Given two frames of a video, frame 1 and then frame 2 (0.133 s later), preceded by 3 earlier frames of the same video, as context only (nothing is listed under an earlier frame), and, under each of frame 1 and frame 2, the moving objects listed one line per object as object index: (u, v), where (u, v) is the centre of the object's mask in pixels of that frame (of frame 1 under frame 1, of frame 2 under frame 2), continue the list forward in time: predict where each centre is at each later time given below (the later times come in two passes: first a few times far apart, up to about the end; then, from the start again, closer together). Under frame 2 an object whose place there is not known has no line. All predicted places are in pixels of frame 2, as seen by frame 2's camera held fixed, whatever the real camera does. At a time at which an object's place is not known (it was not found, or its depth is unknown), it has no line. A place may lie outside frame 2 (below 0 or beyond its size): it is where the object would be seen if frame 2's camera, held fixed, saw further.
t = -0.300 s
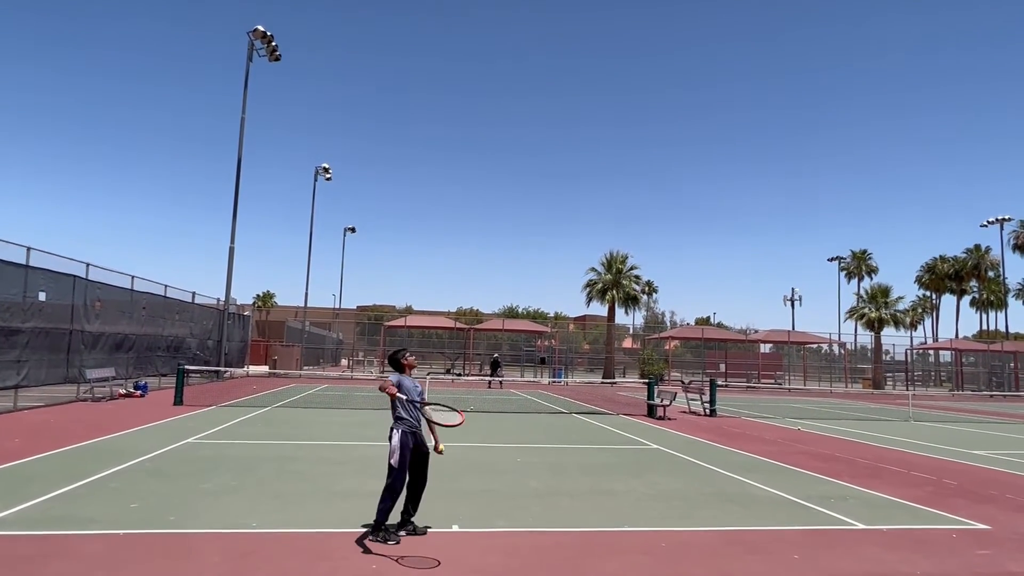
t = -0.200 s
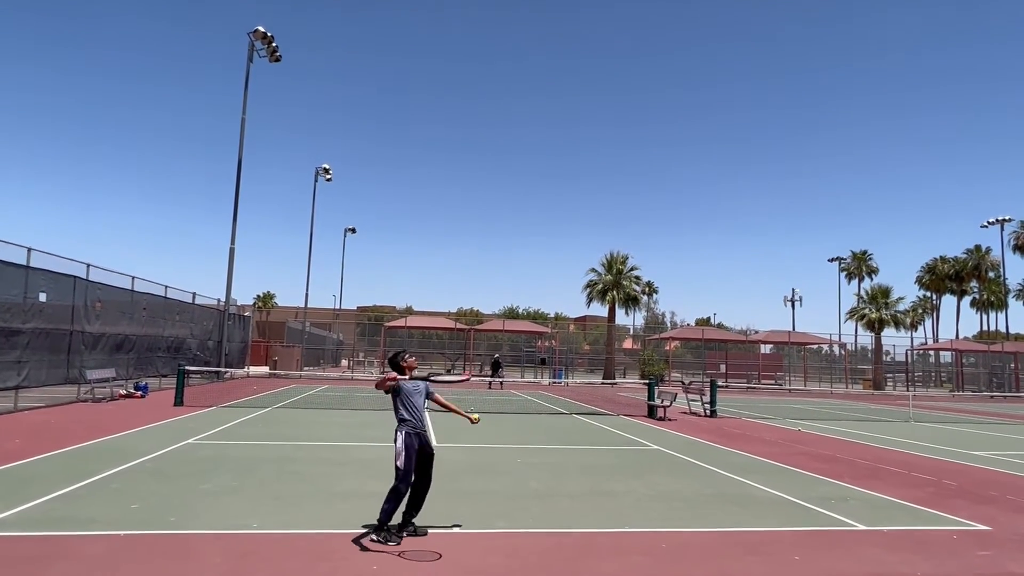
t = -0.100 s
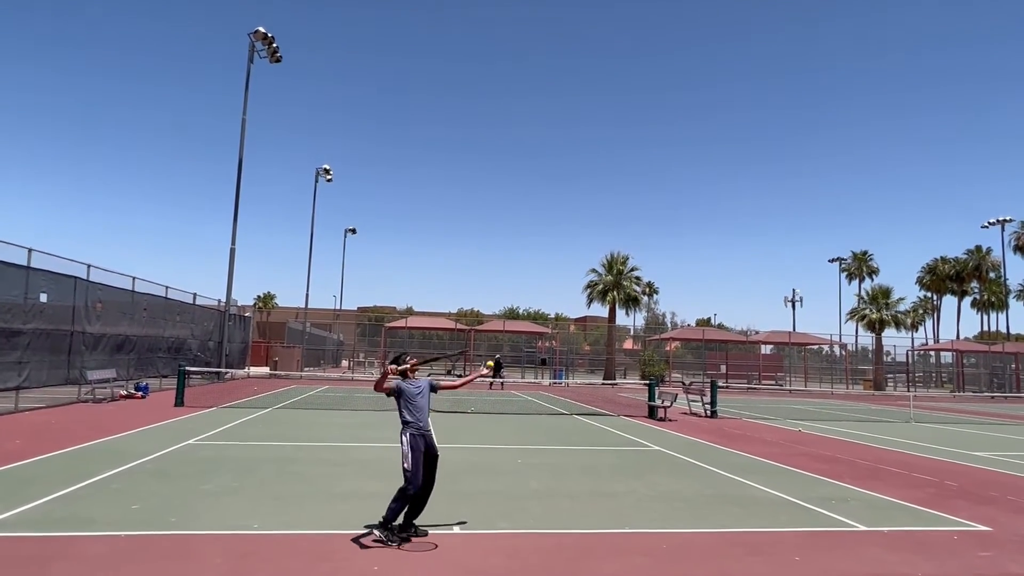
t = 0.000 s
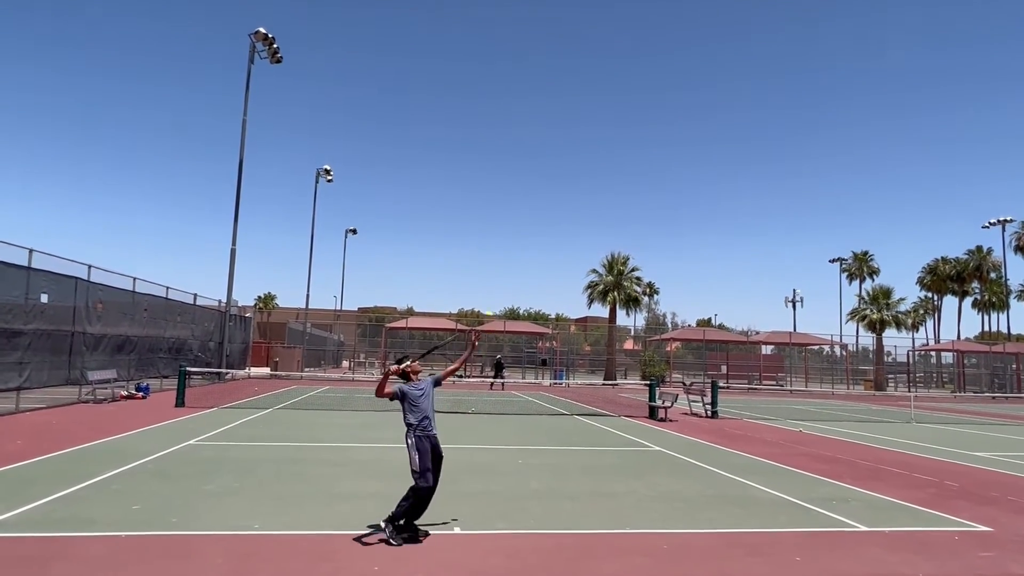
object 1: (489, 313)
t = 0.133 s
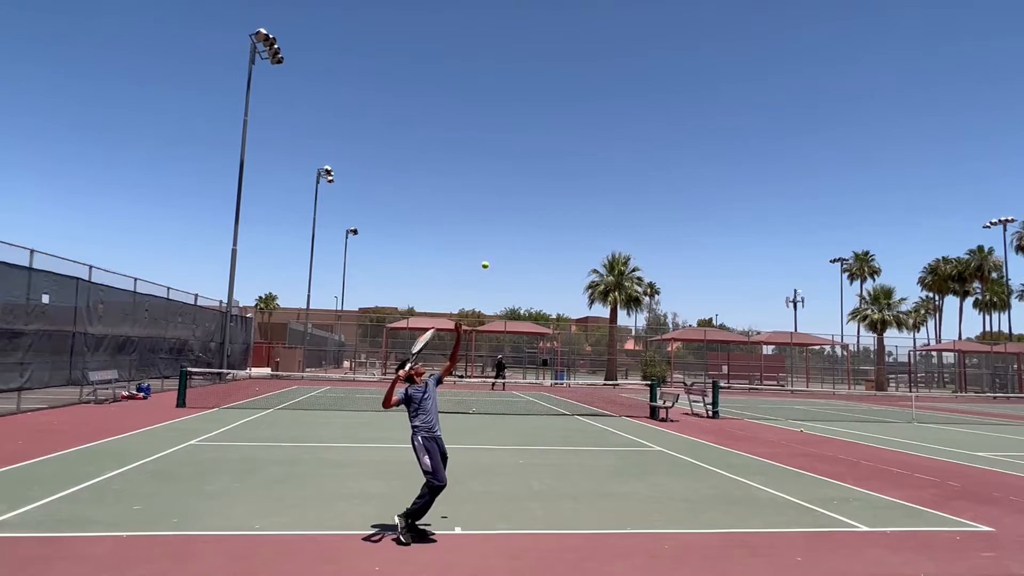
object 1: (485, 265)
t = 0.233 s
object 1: (481, 241)
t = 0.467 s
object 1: (473, 221)
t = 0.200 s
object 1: (483, 247)
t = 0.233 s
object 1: (481, 241)
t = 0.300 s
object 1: (479, 229)
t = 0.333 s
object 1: (478, 225)
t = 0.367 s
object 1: (477, 223)
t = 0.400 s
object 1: (476, 221)
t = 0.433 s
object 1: (474, 220)
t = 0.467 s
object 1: (473, 221)
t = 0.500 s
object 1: (472, 223)
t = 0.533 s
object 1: (470, 226)
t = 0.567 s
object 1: (469, 230)
